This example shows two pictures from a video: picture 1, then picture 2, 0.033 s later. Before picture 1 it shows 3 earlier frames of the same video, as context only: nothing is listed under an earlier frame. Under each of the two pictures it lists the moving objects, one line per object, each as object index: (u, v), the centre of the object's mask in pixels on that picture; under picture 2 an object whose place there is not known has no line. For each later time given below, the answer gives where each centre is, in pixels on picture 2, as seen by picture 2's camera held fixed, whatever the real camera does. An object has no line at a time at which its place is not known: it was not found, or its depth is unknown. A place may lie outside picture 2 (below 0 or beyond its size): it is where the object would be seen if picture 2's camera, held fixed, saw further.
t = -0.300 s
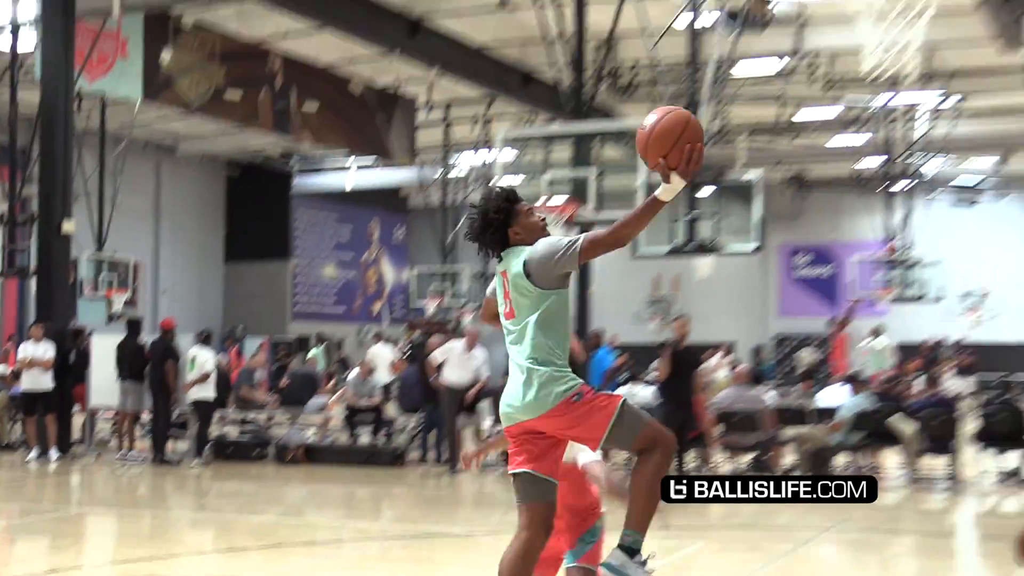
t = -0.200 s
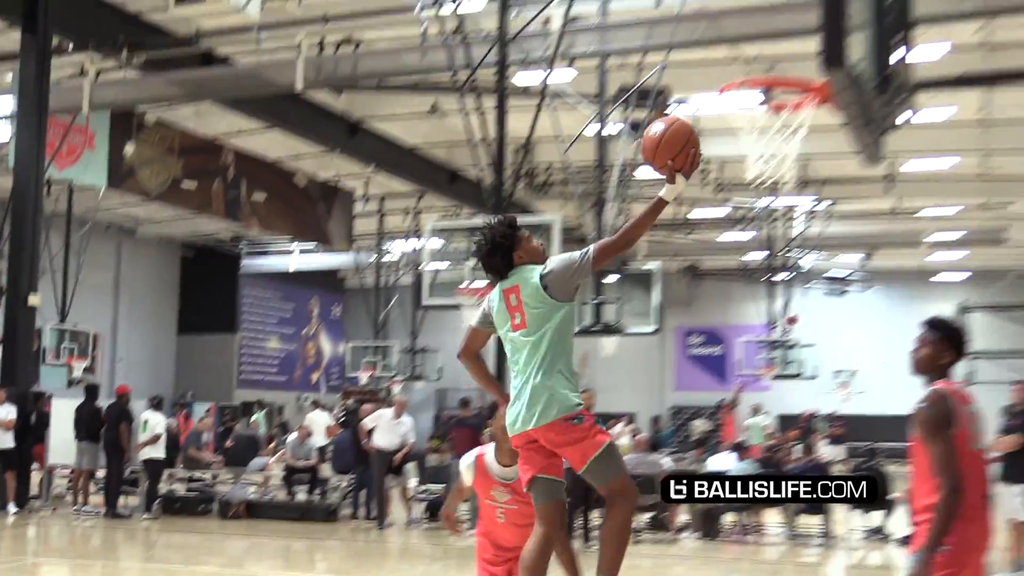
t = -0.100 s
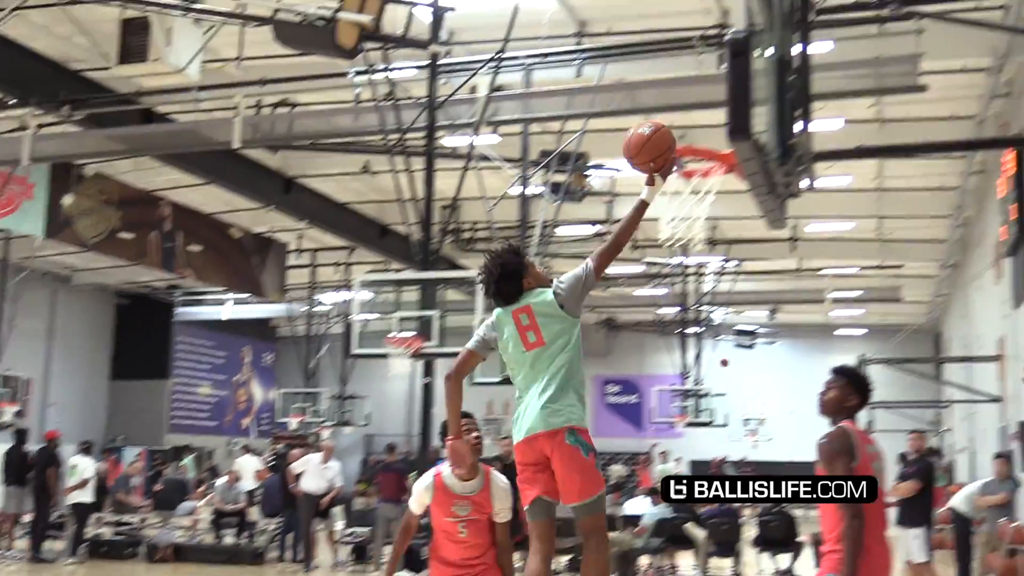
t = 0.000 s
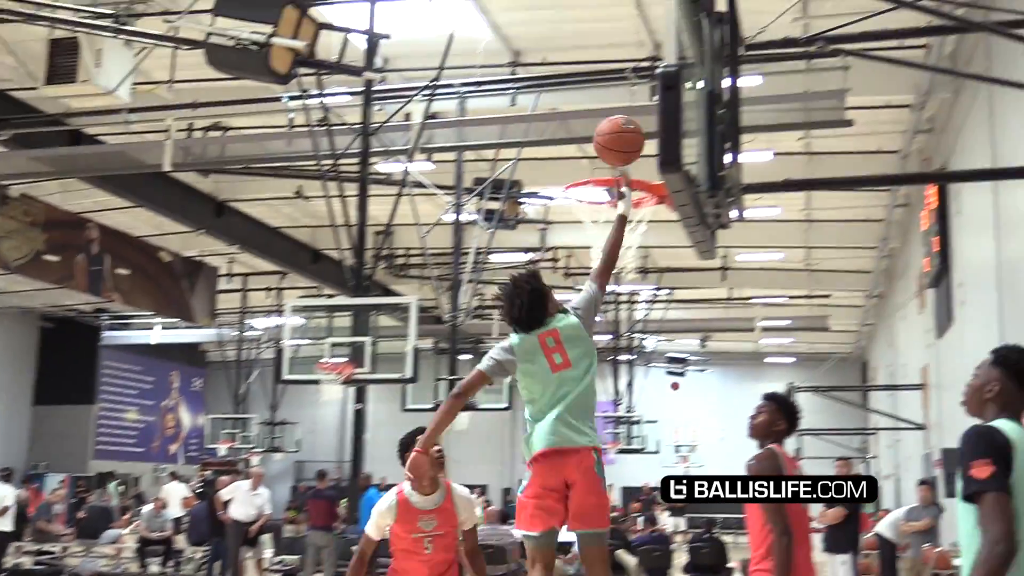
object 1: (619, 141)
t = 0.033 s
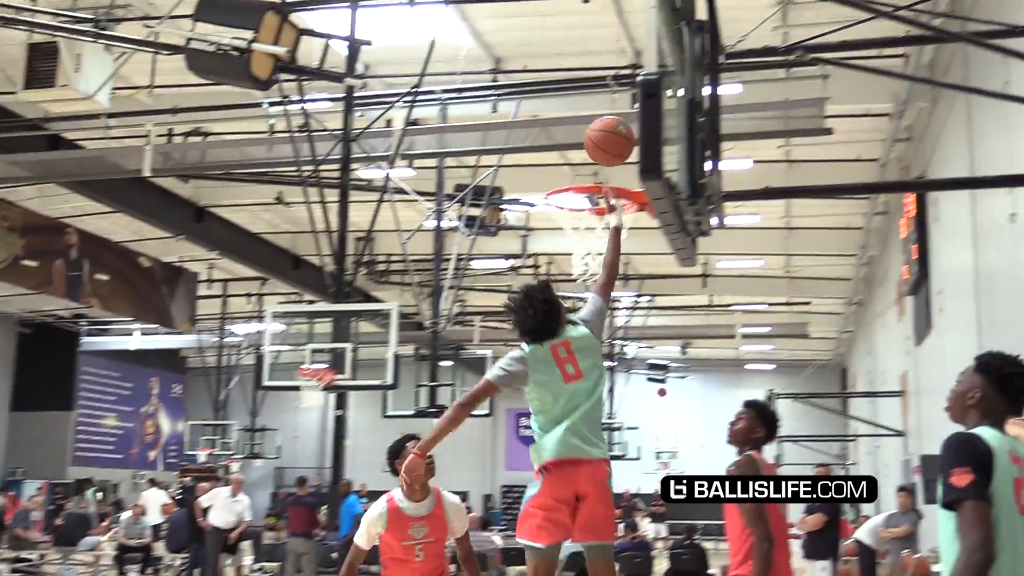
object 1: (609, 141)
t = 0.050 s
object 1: (616, 138)
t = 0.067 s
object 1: (622, 136)
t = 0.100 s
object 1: (631, 133)
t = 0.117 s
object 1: (635, 133)
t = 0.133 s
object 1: (639, 133)
